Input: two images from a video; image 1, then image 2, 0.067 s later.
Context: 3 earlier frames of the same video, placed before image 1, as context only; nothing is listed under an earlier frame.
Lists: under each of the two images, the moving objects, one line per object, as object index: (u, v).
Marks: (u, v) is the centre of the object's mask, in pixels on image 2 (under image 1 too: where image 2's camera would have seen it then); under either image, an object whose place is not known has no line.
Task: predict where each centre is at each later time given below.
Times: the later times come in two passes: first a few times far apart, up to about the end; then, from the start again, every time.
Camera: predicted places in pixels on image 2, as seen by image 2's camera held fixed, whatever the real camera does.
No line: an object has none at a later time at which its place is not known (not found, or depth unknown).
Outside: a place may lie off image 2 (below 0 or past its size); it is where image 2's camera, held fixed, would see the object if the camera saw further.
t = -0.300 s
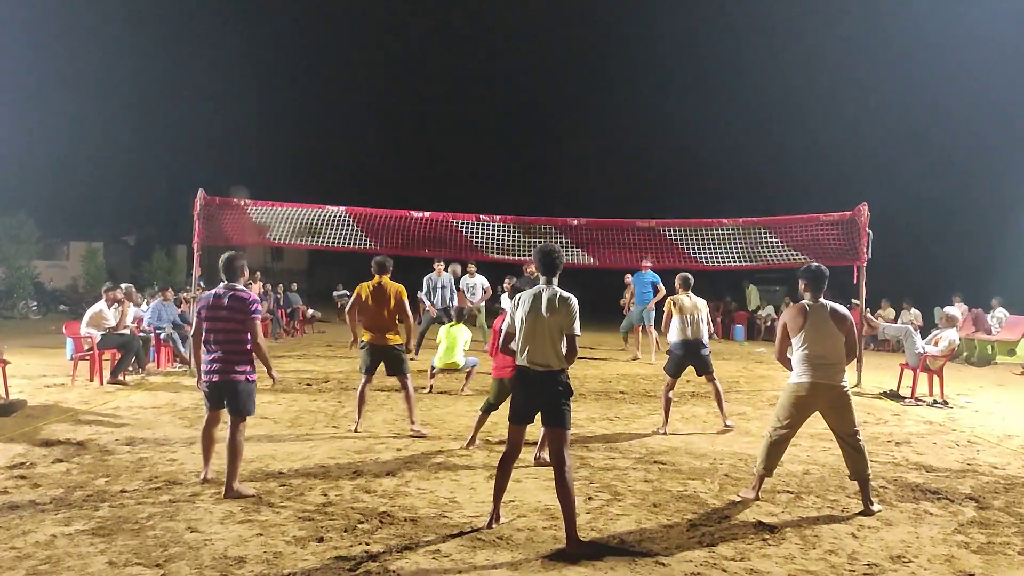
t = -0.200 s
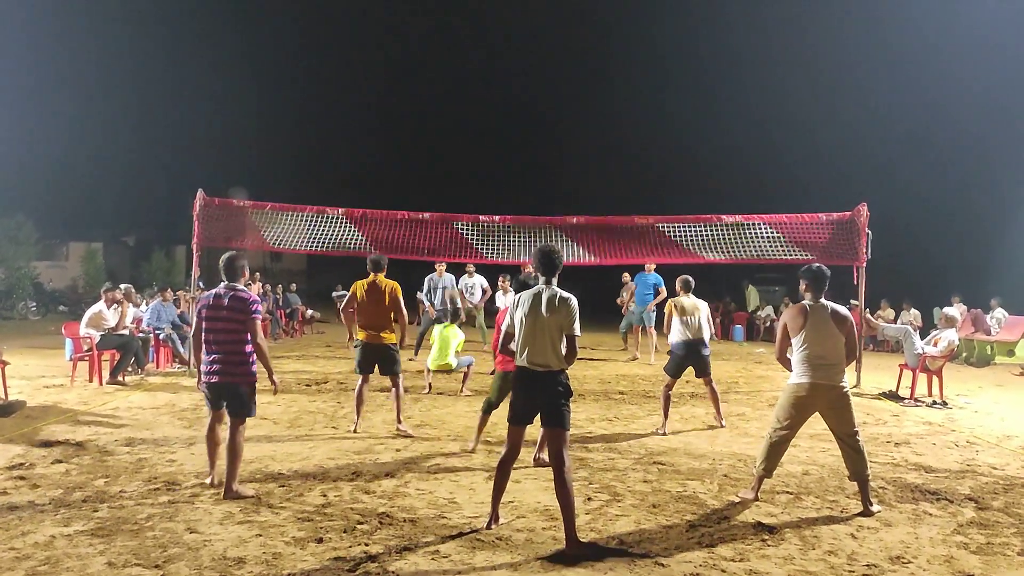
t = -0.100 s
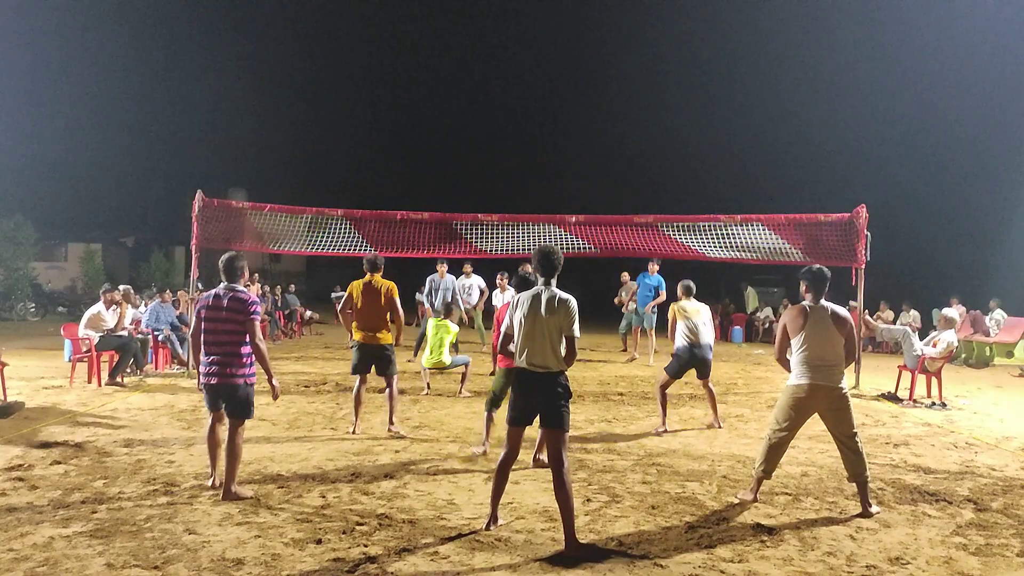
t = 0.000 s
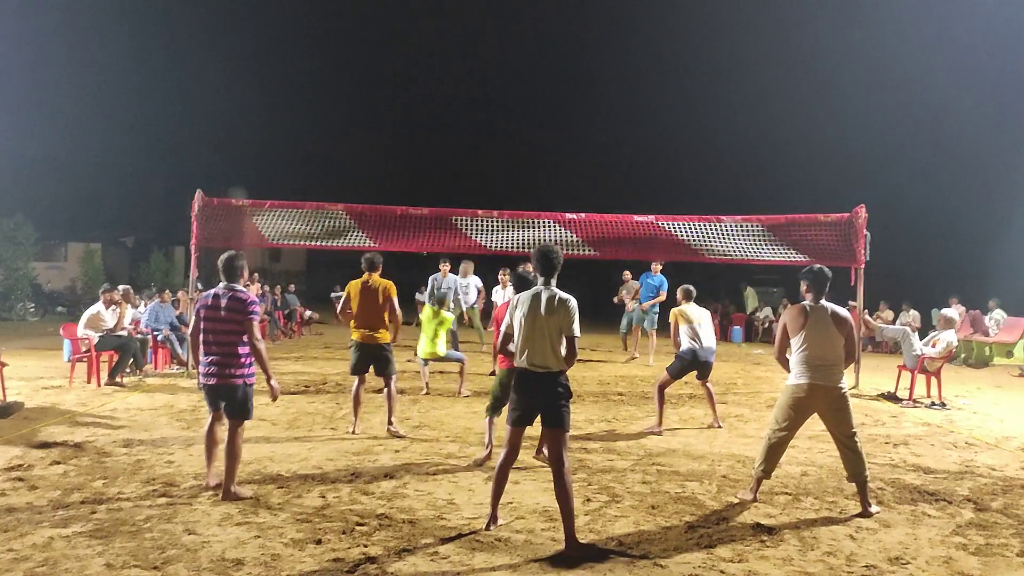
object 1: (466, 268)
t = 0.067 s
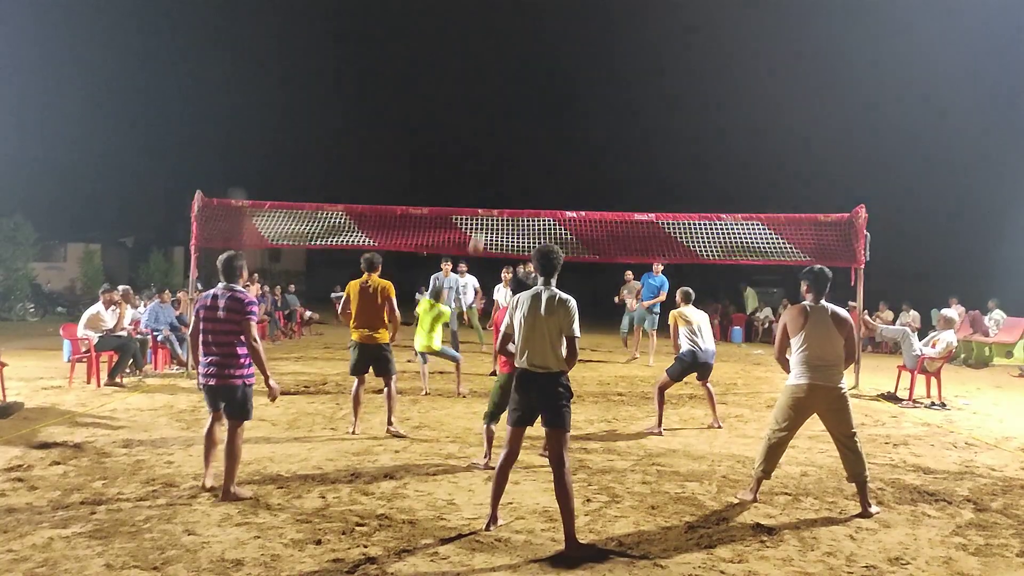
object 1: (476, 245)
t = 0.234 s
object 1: (503, 187)
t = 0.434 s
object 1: (536, 144)
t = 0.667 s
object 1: (576, 134)
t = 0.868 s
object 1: (613, 162)
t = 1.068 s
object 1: (651, 229)
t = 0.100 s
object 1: (481, 231)
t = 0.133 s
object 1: (487, 217)
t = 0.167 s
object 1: (493, 206)
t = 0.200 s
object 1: (498, 196)
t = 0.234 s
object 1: (503, 187)
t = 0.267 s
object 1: (509, 178)
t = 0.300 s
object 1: (514, 169)
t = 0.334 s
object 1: (520, 162)
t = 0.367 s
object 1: (525, 155)
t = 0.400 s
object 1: (531, 149)
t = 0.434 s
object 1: (536, 144)
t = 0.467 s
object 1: (542, 140)
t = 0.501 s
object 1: (547, 137)
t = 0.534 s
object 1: (553, 135)
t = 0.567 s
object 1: (559, 133)
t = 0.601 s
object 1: (565, 132)
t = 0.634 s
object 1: (571, 133)
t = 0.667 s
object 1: (576, 134)
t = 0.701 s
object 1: (582, 136)
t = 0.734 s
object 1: (588, 139)
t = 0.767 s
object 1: (594, 144)
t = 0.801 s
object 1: (601, 149)
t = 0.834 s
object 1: (607, 155)
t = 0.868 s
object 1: (613, 162)
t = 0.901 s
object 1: (619, 171)
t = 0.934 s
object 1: (625, 180)
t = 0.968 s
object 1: (632, 191)
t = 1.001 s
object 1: (638, 202)
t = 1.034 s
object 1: (644, 214)
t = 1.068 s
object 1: (651, 229)
